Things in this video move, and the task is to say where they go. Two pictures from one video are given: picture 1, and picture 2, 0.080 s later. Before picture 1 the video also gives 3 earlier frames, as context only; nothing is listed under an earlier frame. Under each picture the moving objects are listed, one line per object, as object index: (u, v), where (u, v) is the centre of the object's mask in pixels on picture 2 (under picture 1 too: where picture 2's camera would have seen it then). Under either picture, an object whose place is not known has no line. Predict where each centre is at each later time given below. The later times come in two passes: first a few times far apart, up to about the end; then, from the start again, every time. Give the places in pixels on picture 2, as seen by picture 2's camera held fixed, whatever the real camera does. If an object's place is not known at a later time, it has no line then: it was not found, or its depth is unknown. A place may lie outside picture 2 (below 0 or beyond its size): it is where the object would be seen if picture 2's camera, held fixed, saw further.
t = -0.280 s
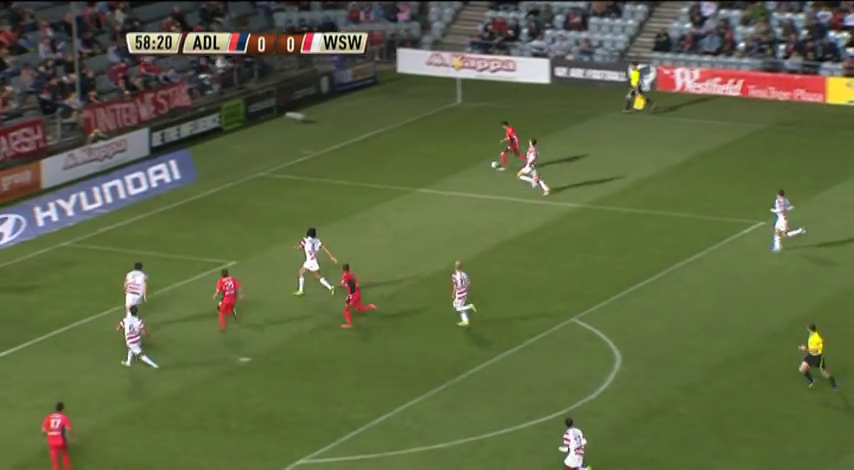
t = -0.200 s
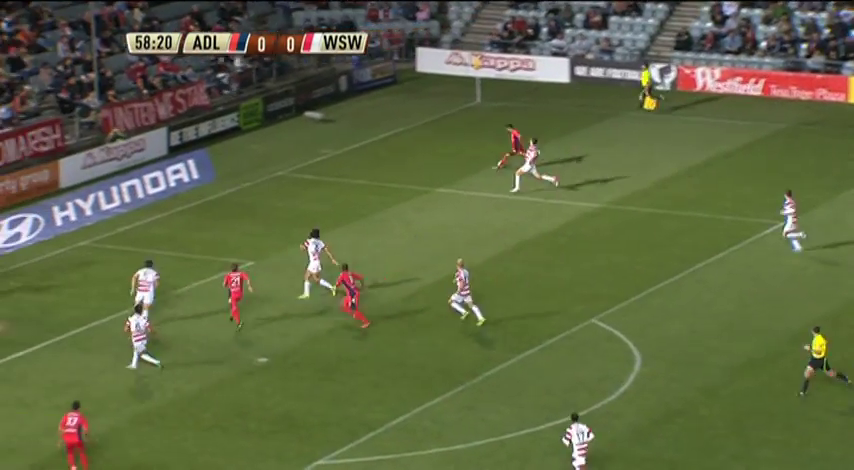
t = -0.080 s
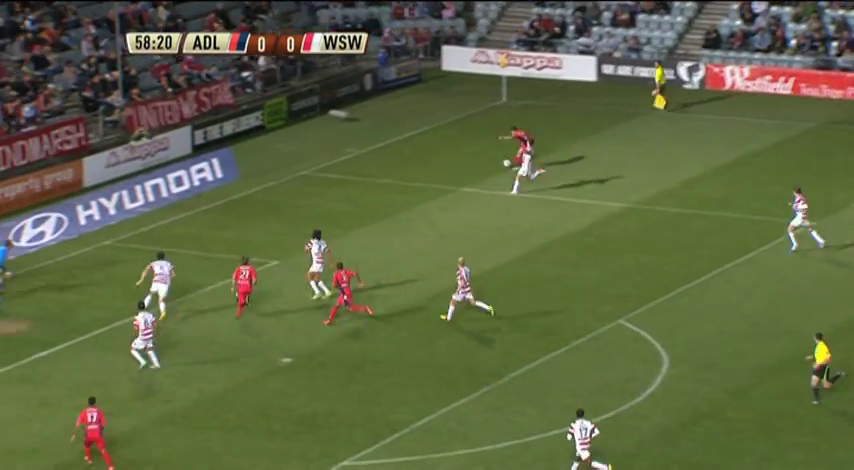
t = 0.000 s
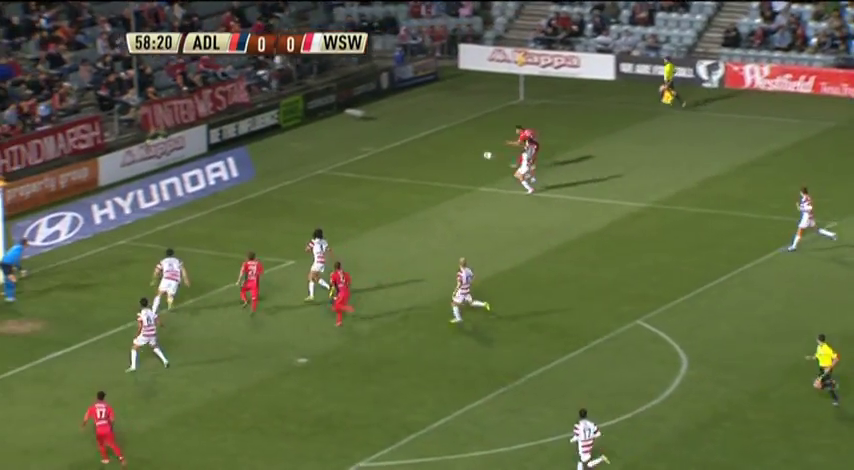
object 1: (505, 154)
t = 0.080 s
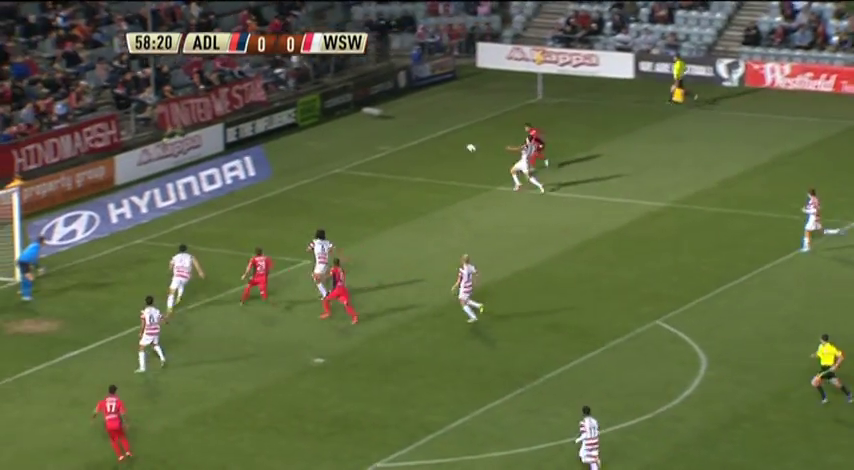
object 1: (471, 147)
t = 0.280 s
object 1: (388, 136)
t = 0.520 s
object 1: (296, 134)
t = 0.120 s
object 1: (454, 145)
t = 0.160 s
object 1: (436, 143)
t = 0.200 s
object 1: (420, 140)
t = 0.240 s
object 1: (404, 138)
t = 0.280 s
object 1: (388, 136)
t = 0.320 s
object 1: (371, 135)
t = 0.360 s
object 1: (356, 134)
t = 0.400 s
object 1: (341, 133)
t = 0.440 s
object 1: (326, 133)
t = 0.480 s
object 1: (311, 133)
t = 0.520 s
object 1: (296, 134)
